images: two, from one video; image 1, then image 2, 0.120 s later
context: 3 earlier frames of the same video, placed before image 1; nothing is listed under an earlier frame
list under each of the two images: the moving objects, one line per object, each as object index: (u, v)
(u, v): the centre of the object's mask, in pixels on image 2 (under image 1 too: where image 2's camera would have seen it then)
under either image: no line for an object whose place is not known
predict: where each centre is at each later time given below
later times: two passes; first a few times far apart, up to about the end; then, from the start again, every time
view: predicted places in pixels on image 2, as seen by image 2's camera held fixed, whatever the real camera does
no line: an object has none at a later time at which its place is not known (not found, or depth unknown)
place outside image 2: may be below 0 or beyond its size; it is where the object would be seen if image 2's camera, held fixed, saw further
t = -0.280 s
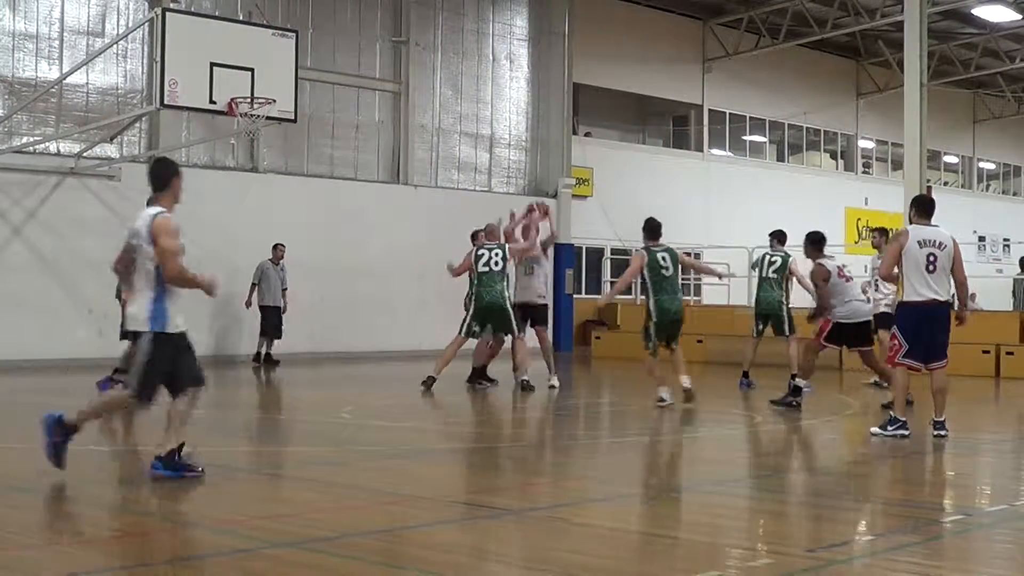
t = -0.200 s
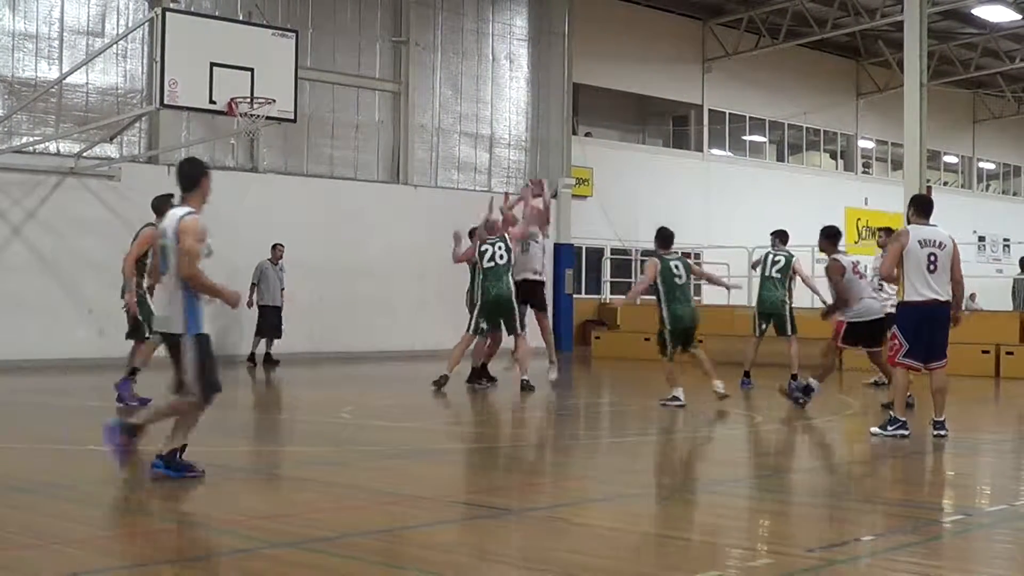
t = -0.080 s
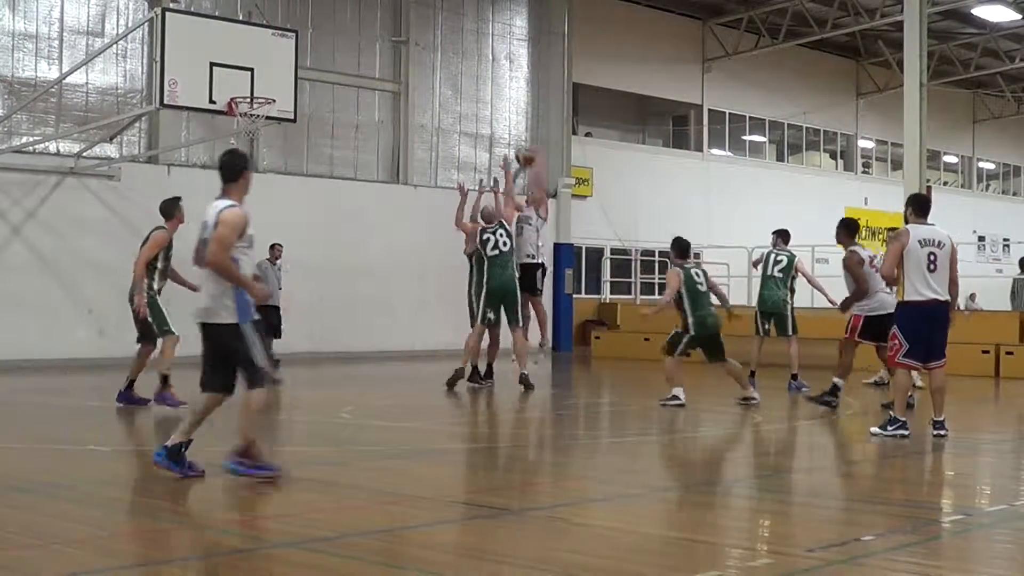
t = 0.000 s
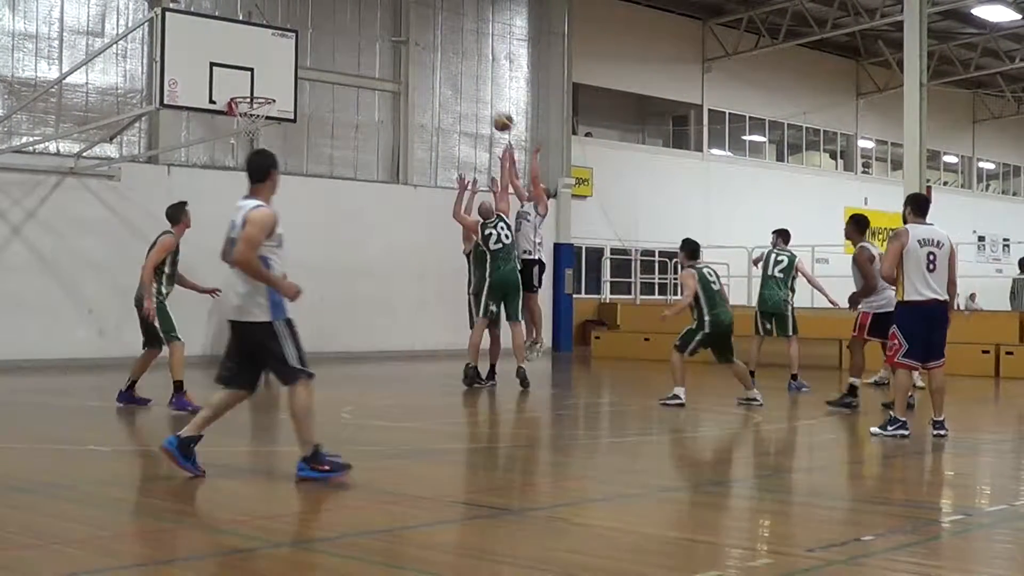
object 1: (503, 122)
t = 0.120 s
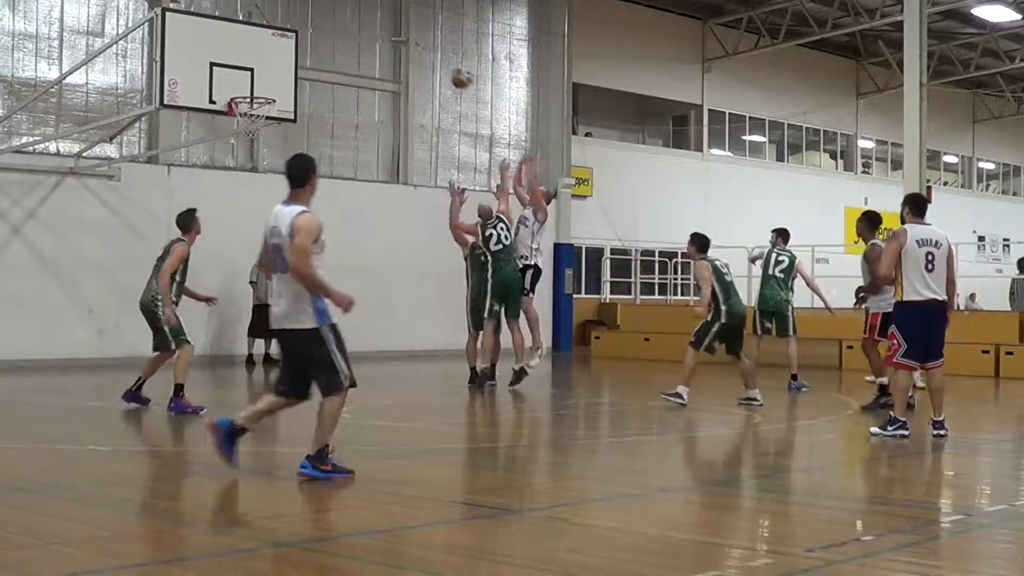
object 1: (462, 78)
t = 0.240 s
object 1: (420, 45)
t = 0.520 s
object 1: (318, 18)
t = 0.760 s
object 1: (227, 50)
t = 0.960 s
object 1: (173, 107)
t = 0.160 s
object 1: (448, 66)
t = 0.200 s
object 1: (433, 55)
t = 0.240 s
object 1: (420, 45)
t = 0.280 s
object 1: (404, 39)
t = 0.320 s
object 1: (392, 31)
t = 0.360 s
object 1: (377, 25)
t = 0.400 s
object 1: (364, 22)
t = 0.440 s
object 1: (349, 19)
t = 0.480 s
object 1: (333, 18)
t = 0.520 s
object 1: (318, 18)
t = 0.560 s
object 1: (302, 21)
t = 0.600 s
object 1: (288, 25)
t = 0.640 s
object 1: (272, 28)
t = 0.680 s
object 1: (257, 34)
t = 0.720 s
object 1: (242, 41)
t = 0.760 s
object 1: (227, 50)
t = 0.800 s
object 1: (211, 61)
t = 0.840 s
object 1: (196, 73)
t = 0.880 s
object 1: (179, 87)
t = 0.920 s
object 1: (178, 97)
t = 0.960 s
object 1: (173, 107)
